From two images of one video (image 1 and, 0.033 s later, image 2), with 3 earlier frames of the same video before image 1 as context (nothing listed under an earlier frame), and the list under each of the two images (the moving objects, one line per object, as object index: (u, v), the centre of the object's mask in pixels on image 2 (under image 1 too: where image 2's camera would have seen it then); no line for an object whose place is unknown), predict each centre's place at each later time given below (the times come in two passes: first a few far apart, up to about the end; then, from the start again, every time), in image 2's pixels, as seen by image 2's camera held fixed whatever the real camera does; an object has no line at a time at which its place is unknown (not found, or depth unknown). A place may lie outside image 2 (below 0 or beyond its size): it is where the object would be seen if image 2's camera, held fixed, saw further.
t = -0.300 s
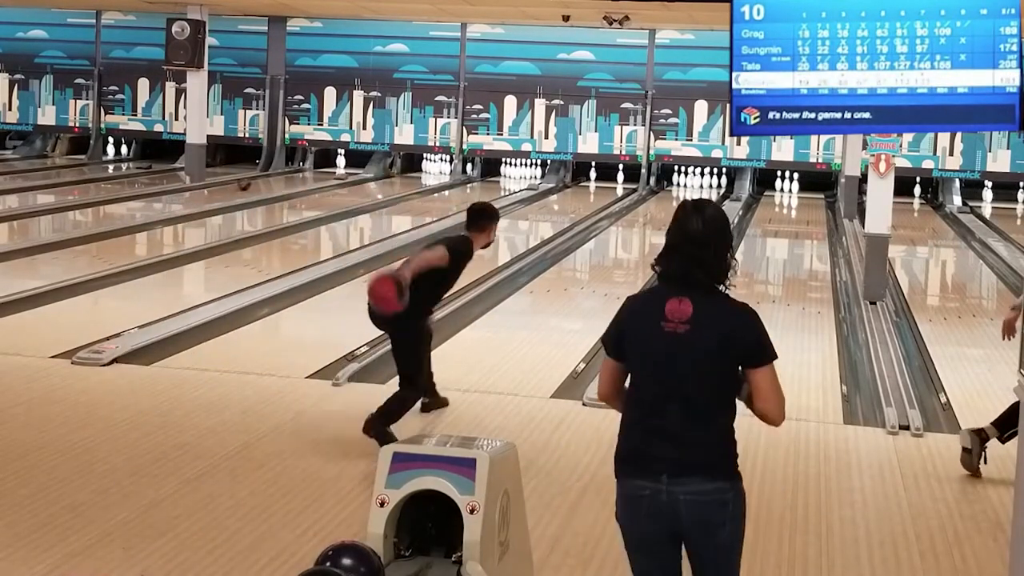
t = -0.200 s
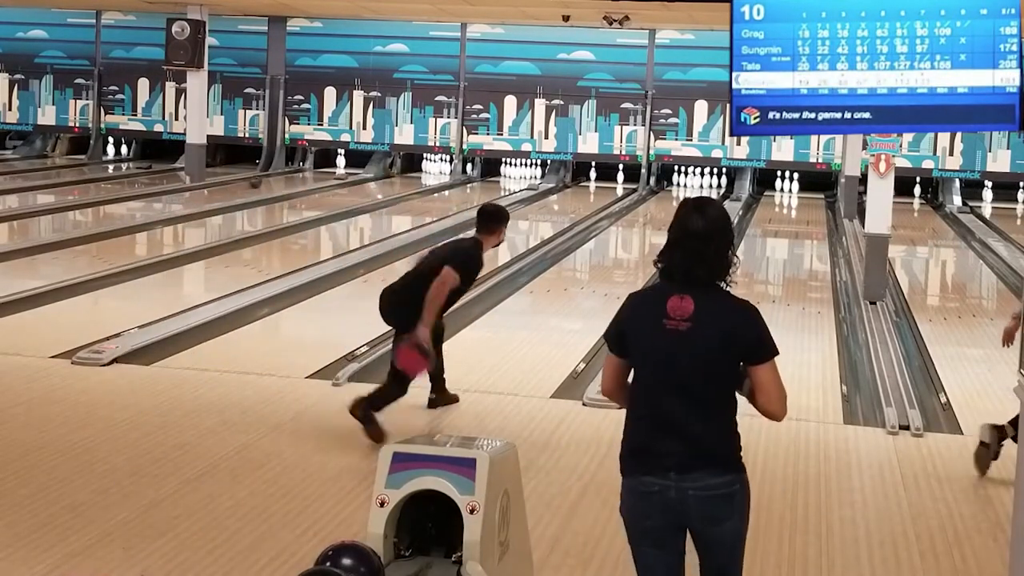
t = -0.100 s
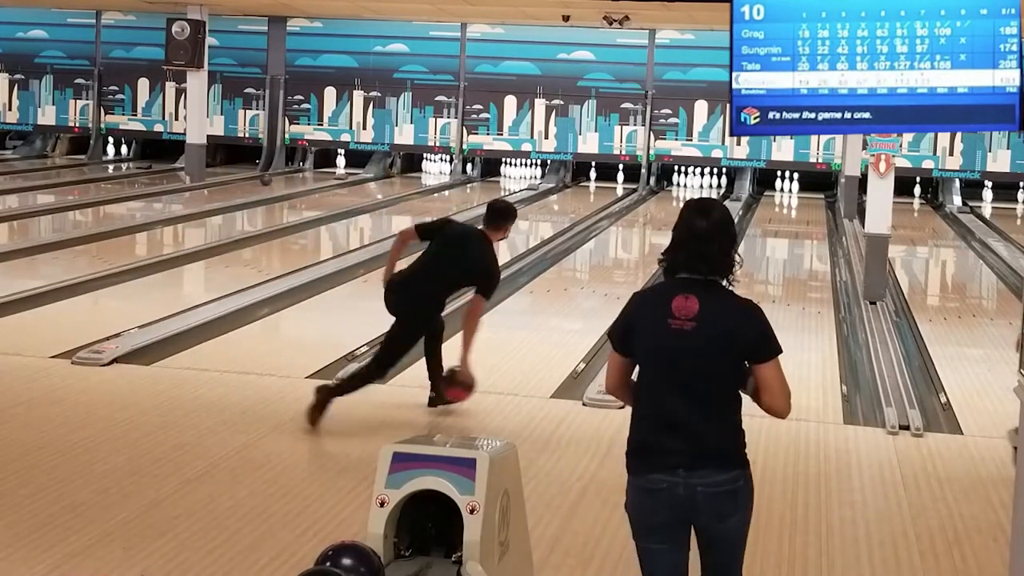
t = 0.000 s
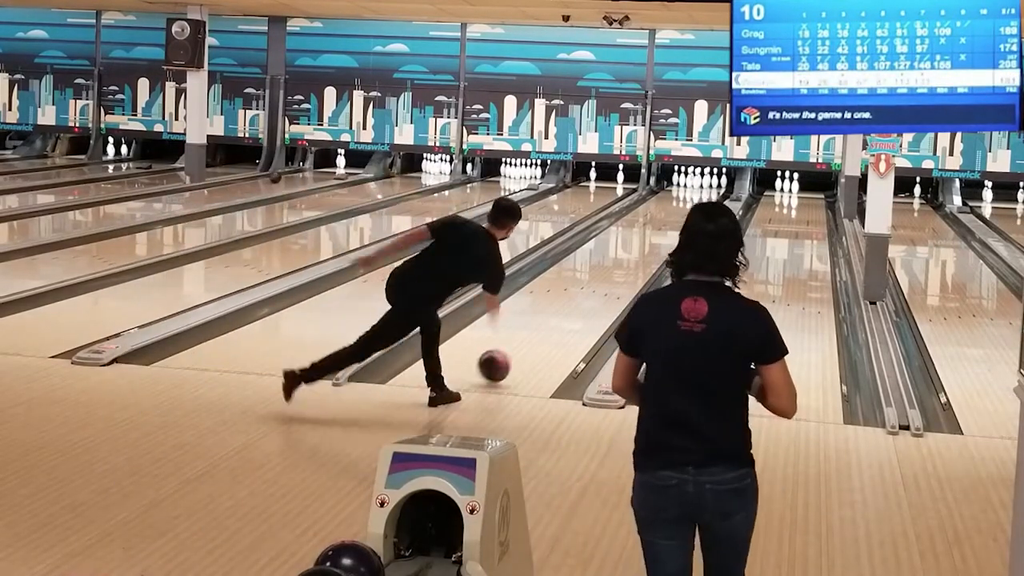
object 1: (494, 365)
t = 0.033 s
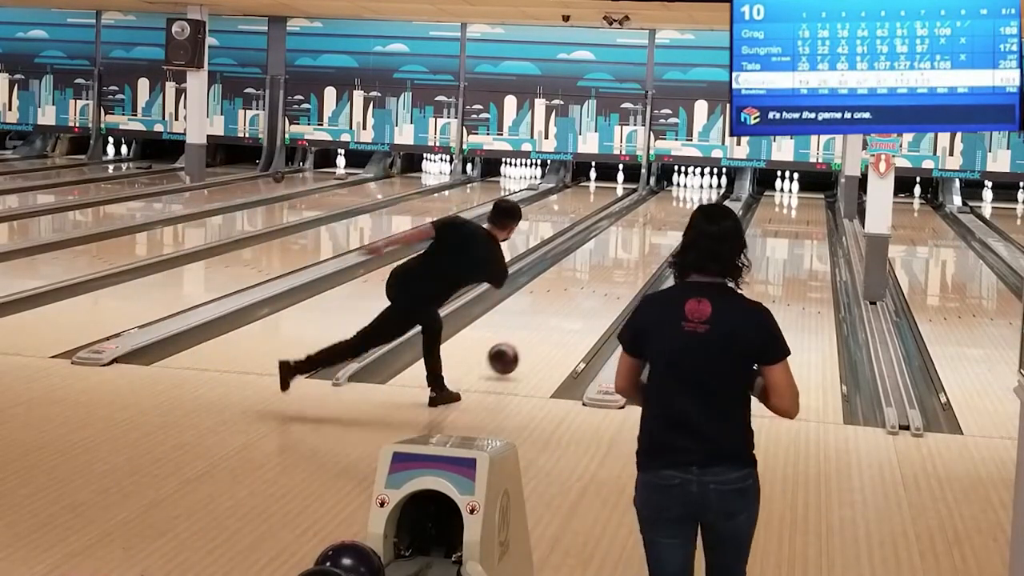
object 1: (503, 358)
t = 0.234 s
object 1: (549, 326)
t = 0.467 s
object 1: (589, 294)
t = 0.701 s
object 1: (619, 269)
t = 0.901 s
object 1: (639, 253)
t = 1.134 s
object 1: (658, 237)
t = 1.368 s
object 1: (672, 224)
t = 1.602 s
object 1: (683, 213)
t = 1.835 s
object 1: (690, 204)
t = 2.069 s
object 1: (694, 197)
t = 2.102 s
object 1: (694, 196)
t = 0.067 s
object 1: (512, 353)
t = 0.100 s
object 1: (520, 349)
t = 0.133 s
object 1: (528, 342)
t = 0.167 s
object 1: (535, 337)
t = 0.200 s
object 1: (542, 331)
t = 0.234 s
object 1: (549, 326)
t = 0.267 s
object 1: (556, 320)
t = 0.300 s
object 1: (562, 315)
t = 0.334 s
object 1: (568, 311)
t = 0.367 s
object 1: (574, 306)
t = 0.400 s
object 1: (579, 302)
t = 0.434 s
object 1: (584, 298)
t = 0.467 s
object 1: (589, 294)
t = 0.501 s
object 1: (594, 290)
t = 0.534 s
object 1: (599, 286)
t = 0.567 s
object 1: (603, 283)
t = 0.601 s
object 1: (607, 279)
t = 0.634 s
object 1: (611, 276)
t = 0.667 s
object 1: (615, 272)
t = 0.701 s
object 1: (619, 269)
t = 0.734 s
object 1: (623, 267)
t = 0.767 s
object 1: (626, 263)
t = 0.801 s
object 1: (630, 261)
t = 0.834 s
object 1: (633, 258)
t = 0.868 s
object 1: (636, 255)
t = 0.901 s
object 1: (639, 253)
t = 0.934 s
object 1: (642, 250)
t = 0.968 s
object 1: (645, 248)
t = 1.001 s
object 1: (648, 246)
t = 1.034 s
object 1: (651, 243)
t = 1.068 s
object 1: (653, 241)
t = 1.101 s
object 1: (655, 239)
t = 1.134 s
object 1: (658, 237)
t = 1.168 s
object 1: (660, 235)
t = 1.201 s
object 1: (663, 233)
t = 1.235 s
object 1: (665, 231)
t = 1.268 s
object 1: (667, 229)
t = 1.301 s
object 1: (668, 228)
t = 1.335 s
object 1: (670, 225)
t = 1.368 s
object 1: (672, 224)
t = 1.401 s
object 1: (674, 222)
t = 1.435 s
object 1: (675, 221)
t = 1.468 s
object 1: (677, 219)
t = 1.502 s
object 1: (679, 217)
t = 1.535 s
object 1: (680, 216)
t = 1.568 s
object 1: (682, 215)
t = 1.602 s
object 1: (683, 213)
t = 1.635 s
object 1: (684, 212)
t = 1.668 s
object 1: (686, 211)
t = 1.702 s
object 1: (686, 210)
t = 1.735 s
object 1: (687, 209)
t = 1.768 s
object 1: (688, 208)
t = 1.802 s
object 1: (690, 206)
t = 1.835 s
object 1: (690, 204)
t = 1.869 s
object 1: (691, 203)
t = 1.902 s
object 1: (692, 202)
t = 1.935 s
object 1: (692, 201)
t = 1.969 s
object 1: (693, 200)
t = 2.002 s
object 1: (693, 199)
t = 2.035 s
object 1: (694, 198)
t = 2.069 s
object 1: (694, 197)
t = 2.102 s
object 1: (694, 196)
